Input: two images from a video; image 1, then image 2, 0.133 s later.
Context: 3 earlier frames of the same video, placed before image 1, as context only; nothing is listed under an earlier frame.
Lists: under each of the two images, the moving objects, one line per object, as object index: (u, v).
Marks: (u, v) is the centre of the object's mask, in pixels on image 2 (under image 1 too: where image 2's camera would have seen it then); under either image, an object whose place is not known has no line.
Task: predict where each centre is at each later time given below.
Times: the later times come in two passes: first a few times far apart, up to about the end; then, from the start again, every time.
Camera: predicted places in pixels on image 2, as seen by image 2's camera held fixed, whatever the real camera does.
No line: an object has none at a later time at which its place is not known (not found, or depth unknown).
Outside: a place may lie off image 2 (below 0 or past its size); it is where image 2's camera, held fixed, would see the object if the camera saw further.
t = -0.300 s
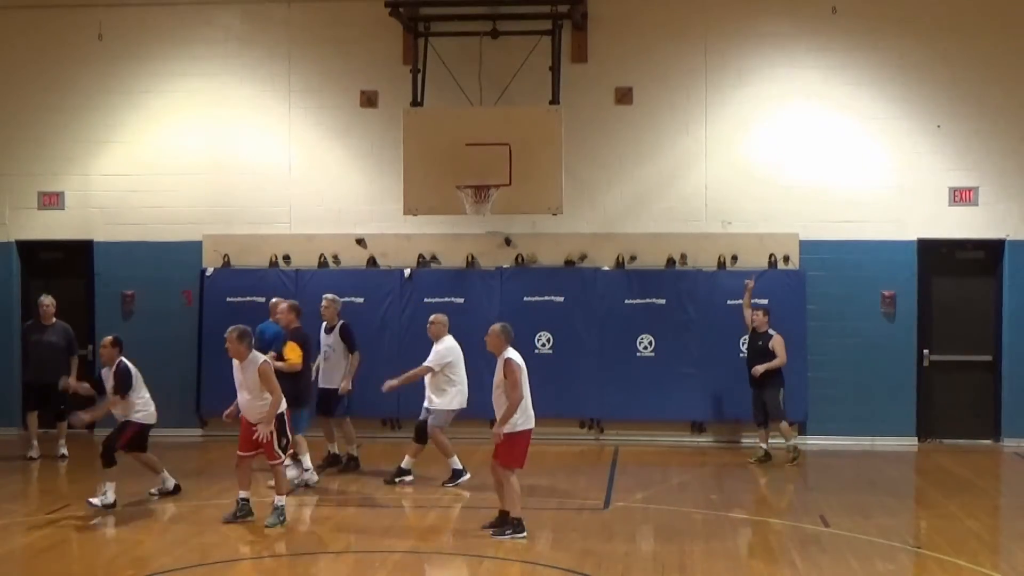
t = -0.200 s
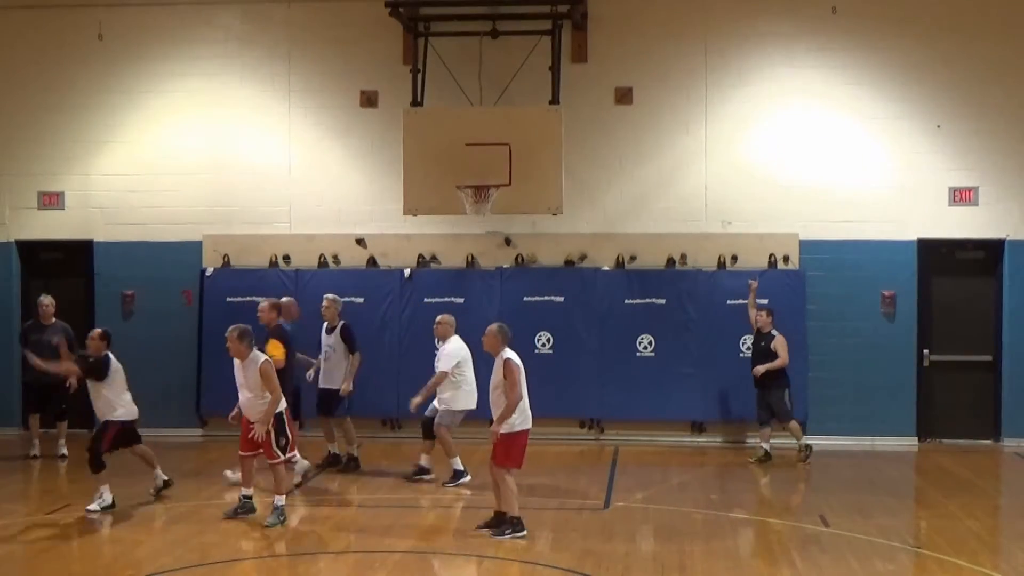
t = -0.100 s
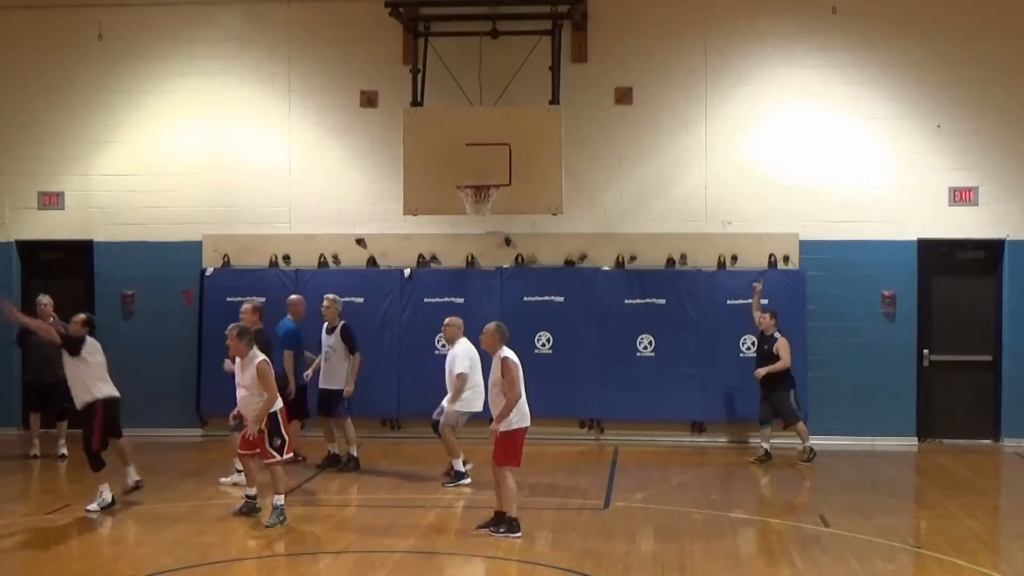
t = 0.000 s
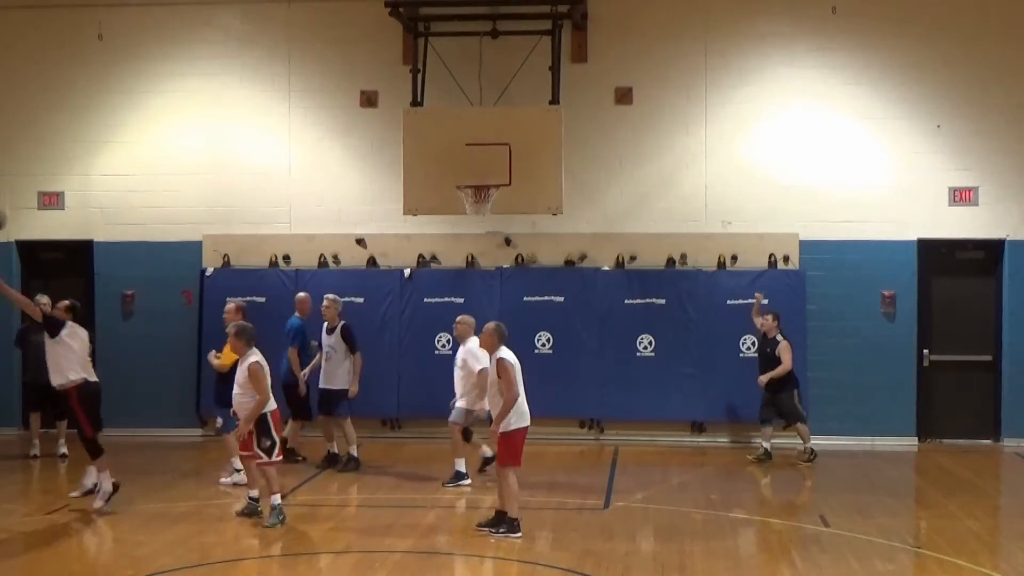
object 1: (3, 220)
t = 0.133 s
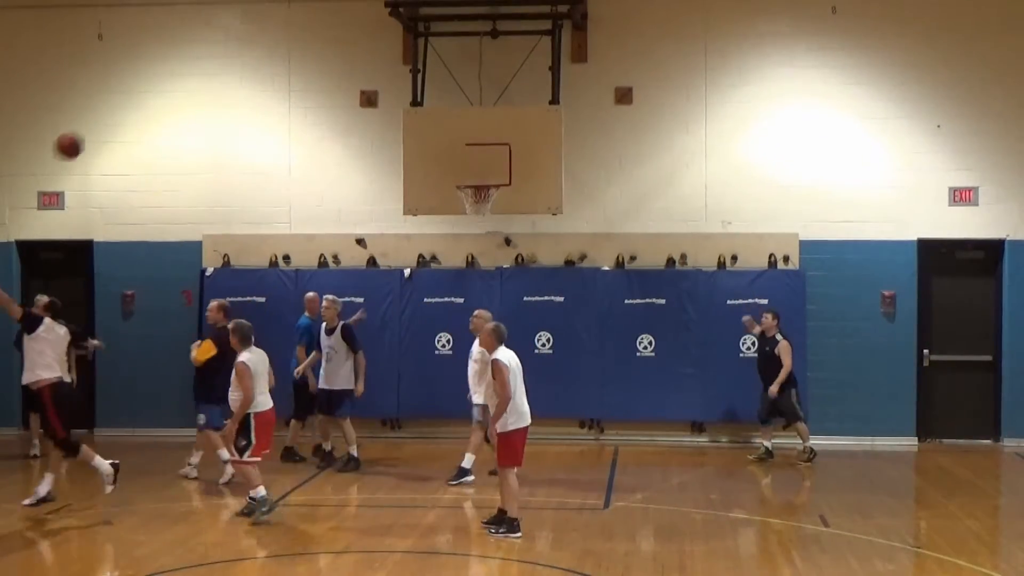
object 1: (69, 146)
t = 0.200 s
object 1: (106, 118)
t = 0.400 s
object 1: (210, 66)
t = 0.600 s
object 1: (301, 60)
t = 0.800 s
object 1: (385, 92)
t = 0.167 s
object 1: (88, 131)
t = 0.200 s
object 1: (106, 118)
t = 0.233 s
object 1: (124, 106)
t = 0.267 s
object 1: (142, 95)
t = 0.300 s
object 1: (159, 86)
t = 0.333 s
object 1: (177, 78)
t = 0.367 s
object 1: (193, 72)
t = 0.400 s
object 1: (210, 66)
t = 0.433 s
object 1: (226, 63)
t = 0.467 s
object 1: (241, 60)
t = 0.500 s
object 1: (257, 58)
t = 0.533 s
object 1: (272, 58)
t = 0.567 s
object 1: (287, 59)
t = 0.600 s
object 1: (301, 60)
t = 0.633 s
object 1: (316, 63)
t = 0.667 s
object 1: (329, 67)
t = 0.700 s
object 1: (344, 72)
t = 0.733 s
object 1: (357, 78)
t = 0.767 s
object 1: (371, 83)
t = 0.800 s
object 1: (385, 92)
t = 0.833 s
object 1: (396, 100)
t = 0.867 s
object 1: (409, 110)
